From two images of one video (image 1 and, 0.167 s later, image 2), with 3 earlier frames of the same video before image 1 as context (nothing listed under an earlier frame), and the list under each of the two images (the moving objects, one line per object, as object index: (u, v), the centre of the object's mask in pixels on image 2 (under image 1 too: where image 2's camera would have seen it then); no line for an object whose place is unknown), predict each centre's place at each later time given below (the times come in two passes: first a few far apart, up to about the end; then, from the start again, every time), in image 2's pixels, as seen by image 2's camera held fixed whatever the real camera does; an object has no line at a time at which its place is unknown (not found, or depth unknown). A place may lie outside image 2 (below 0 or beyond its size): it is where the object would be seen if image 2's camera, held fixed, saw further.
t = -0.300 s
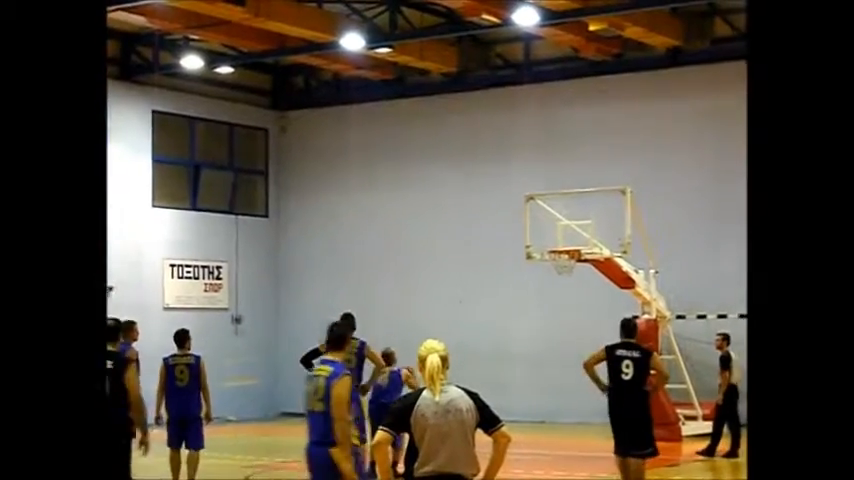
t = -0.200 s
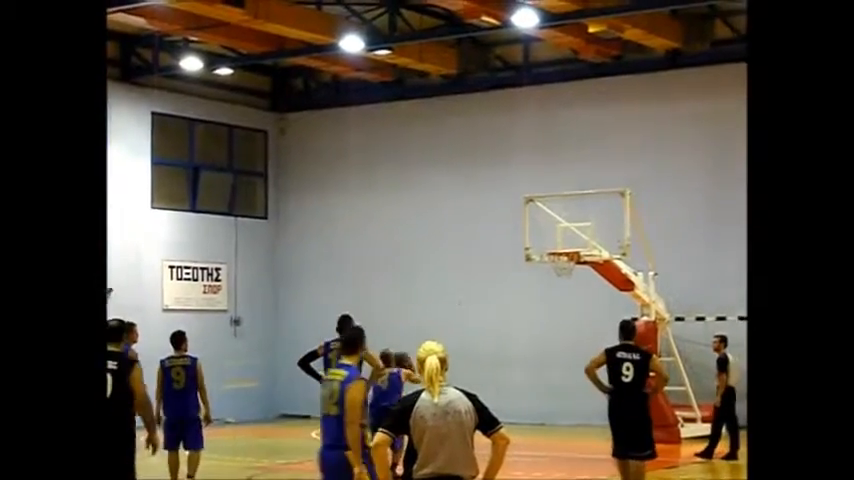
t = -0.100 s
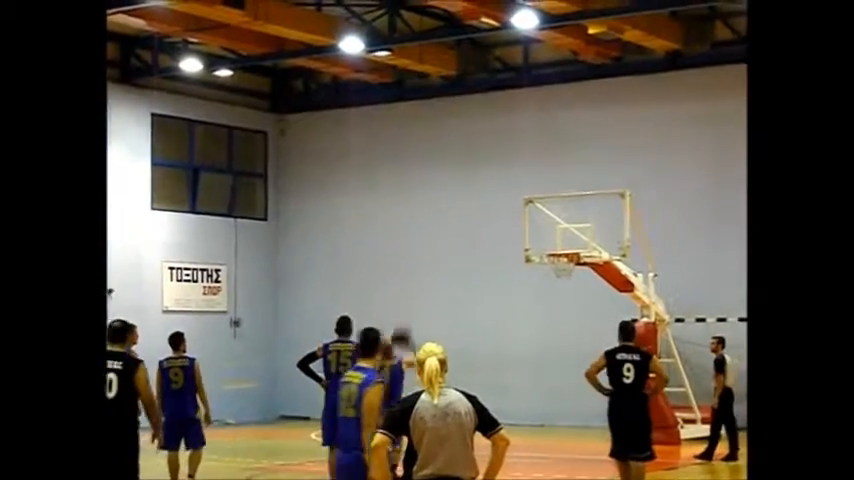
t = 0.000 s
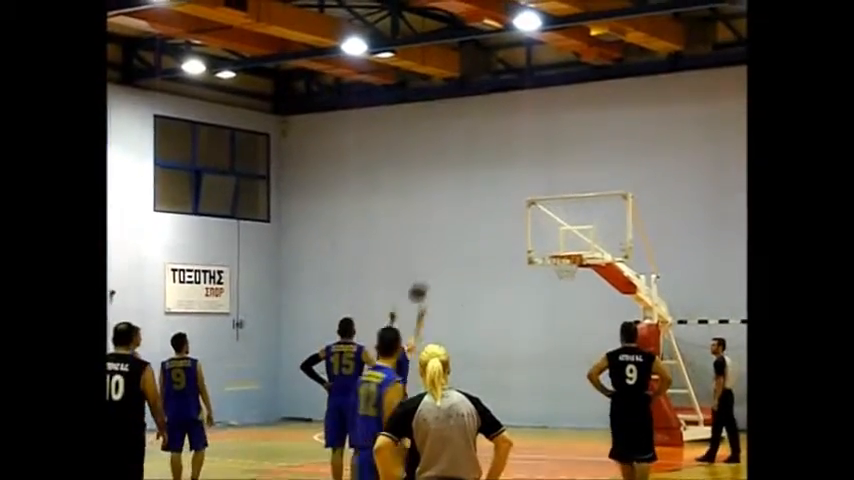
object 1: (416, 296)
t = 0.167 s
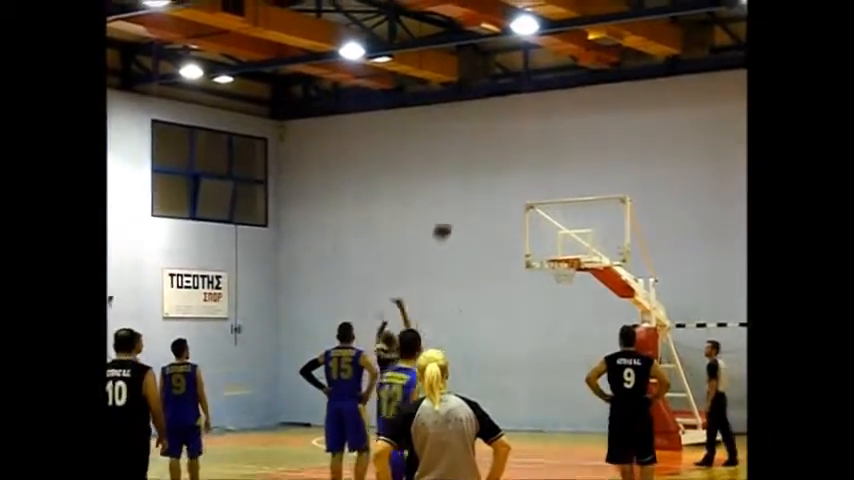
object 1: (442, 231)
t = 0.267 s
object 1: (458, 202)
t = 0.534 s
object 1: (495, 164)
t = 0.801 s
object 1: (528, 177)
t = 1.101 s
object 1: (562, 243)
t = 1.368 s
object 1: (538, 234)
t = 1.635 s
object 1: (503, 257)
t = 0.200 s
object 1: (447, 220)
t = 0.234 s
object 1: (452, 211)
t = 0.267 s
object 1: (458, 202)
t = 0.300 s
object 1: (462, 195)
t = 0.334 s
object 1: (467, 187)
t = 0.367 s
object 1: (472, 181)
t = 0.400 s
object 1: (476, 176)
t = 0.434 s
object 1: (481, 172)
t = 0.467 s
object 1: (485, 169)
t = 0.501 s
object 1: (490, 166)
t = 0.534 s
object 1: (495, 164)
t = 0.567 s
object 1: (499, 163)
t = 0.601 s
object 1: (503, 163)
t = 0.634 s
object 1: (507, 163)
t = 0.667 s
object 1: (511, 165)
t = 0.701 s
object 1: (515, 166)
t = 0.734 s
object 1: (519, 169)
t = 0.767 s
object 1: (523, 173)
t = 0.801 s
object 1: (528, 177)
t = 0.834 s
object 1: (532, 182)
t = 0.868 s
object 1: (536, 187)
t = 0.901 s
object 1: (539, 193)
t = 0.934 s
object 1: (543, 199)
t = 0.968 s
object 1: (548, 207)
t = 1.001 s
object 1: (551, 214)
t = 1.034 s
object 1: (555, 223)
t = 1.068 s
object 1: (559, 234)
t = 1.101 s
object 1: (562, 243)
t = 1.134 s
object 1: (566, 252)
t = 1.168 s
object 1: (563, 250)
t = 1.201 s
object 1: (559, 246)
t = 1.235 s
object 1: (555, 242)
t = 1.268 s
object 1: (551, 239)
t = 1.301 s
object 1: (547, 237)
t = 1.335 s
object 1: (542, 235)
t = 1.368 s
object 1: (538, 234)
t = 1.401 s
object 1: (534, 235)
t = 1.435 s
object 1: (529, 235)
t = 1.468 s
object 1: (525, 237)
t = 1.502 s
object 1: (521, 240)
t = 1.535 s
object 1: (516, 243)
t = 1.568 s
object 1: (512, 246)
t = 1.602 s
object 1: (508, 251)
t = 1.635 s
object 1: (503, 257)
